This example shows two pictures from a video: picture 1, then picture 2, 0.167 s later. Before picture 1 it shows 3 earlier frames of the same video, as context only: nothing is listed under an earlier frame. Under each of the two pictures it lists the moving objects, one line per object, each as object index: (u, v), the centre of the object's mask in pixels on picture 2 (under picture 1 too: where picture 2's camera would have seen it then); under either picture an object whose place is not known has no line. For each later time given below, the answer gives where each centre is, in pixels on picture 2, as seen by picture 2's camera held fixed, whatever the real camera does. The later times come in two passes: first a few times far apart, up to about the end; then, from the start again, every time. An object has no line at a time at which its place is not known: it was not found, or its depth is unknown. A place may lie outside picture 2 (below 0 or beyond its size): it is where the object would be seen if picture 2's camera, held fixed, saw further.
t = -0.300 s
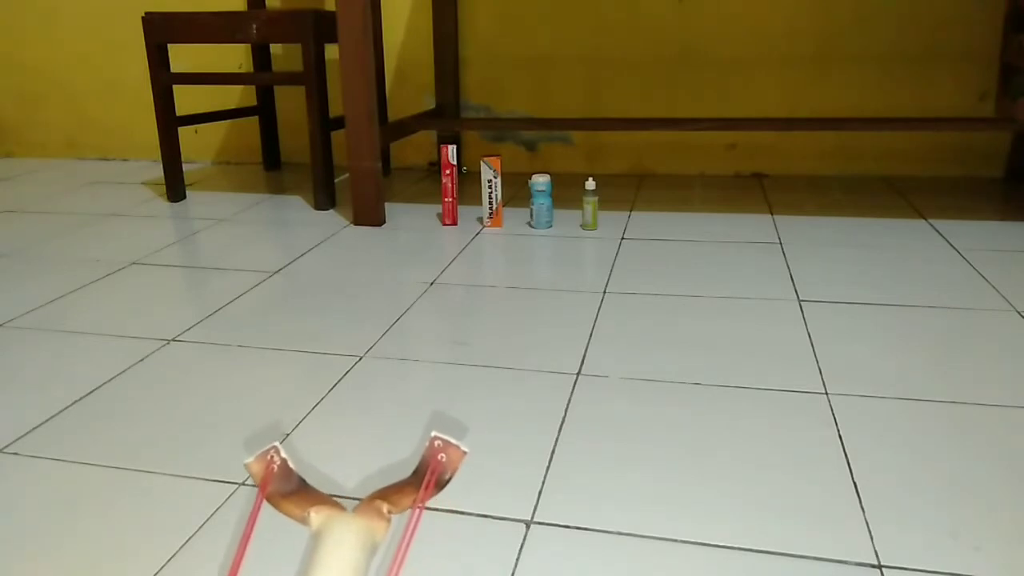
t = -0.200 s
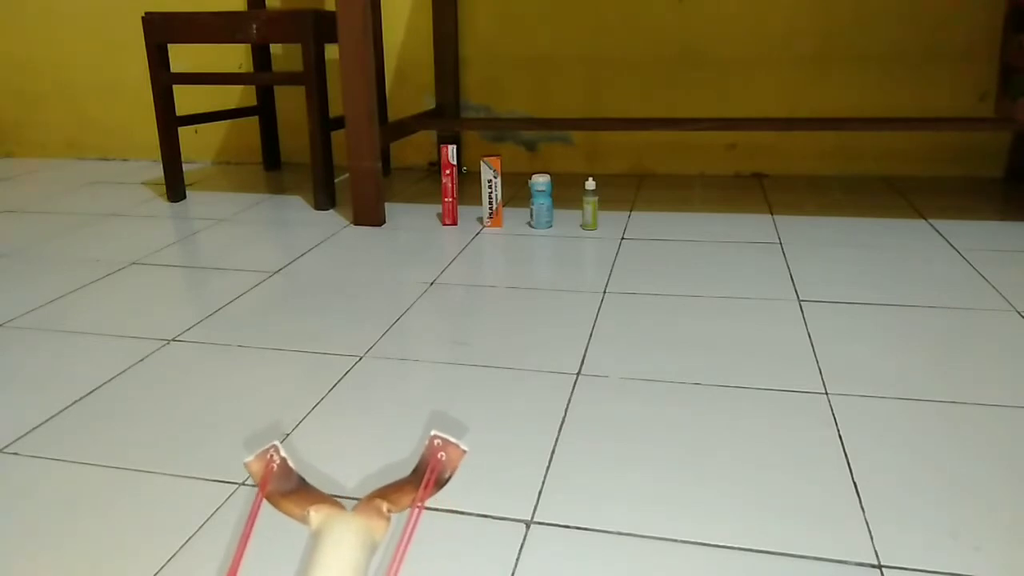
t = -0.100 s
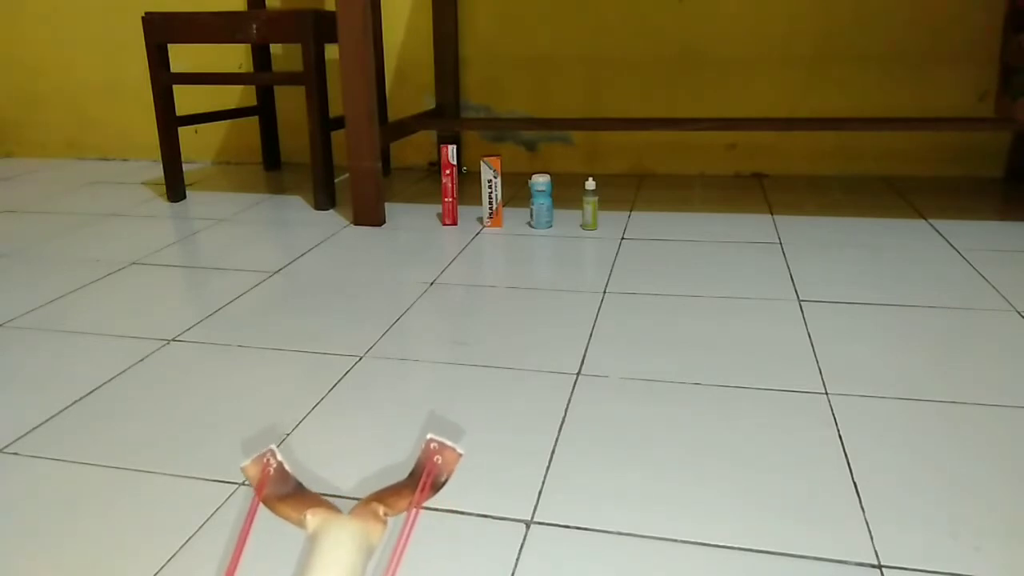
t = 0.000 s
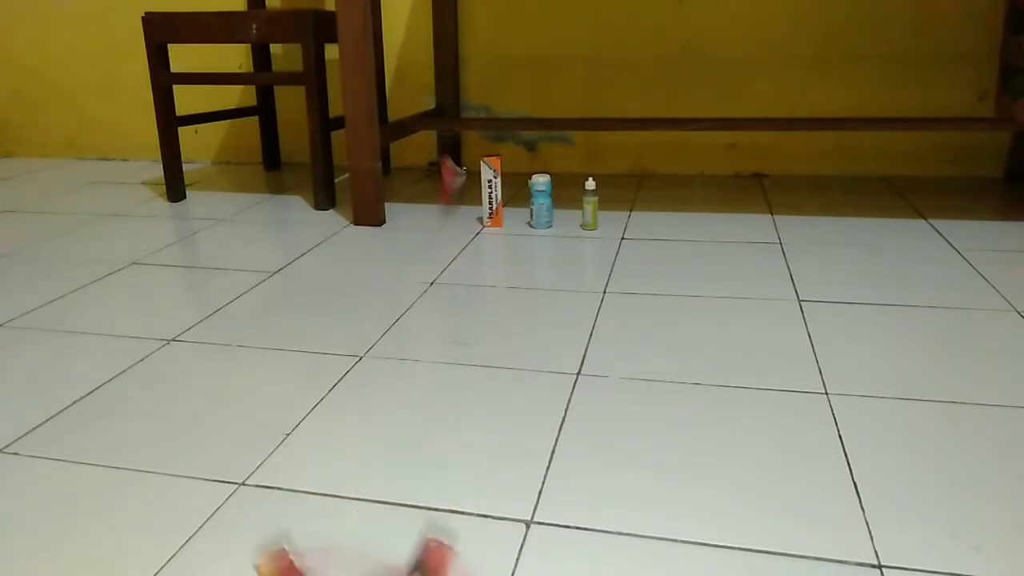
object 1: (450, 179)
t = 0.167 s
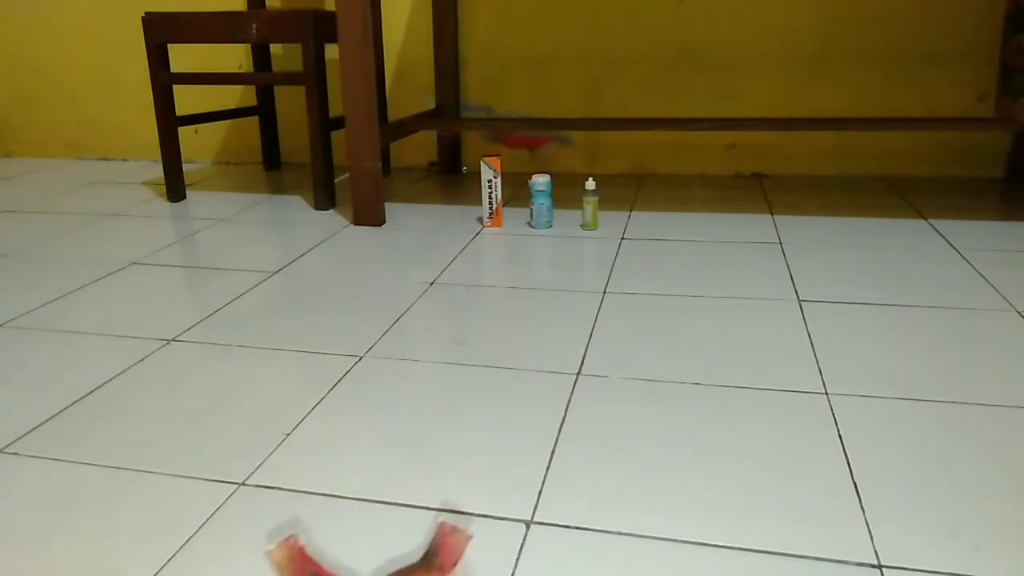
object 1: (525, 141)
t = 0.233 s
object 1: (575, 156)
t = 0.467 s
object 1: (658, 171)
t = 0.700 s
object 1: (674, 173)
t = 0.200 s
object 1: (546, 143)
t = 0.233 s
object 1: (575, 156)
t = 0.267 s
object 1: (590, 167)
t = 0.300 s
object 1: (607, 175)
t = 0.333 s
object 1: (621, 177)
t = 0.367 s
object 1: (632, 176)
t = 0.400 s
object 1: (641, 173)
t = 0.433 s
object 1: (650, 175)
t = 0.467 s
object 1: (658, 171)
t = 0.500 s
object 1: (663, 171)
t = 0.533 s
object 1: (669, 172)
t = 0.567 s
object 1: (672, 173)
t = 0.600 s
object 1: (674, 173)
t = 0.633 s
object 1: (675, 172)
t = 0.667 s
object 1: (674, 172)
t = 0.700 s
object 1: (674, 173)
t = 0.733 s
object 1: (673, 173)
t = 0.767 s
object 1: (673, 173)
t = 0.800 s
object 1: (672, 173)
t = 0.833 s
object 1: (673, 173)
